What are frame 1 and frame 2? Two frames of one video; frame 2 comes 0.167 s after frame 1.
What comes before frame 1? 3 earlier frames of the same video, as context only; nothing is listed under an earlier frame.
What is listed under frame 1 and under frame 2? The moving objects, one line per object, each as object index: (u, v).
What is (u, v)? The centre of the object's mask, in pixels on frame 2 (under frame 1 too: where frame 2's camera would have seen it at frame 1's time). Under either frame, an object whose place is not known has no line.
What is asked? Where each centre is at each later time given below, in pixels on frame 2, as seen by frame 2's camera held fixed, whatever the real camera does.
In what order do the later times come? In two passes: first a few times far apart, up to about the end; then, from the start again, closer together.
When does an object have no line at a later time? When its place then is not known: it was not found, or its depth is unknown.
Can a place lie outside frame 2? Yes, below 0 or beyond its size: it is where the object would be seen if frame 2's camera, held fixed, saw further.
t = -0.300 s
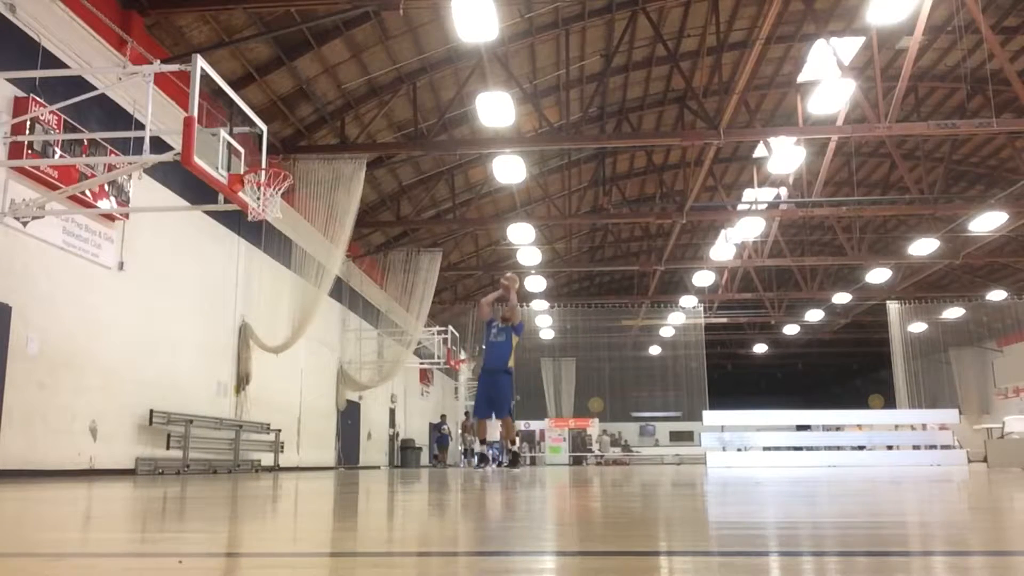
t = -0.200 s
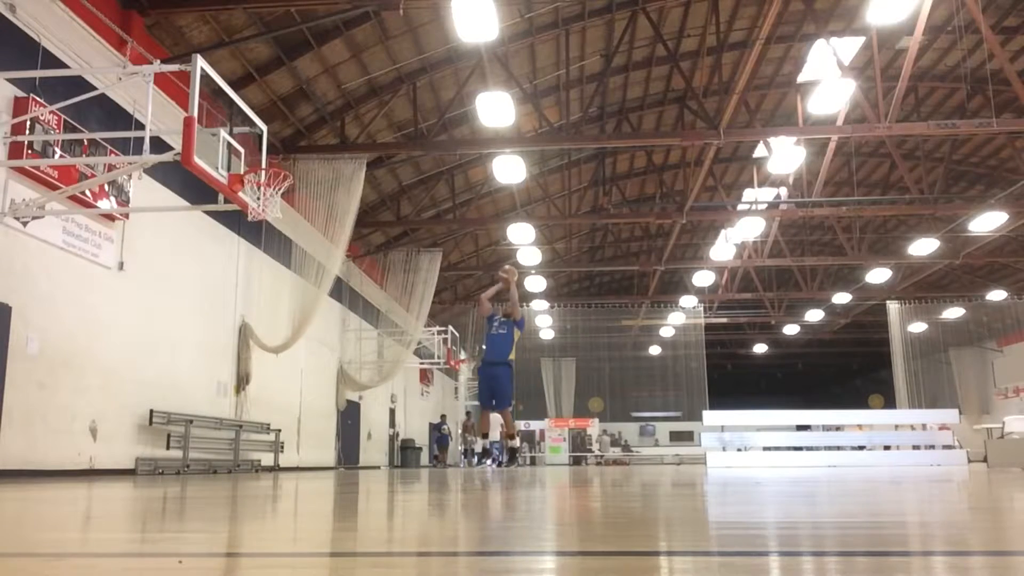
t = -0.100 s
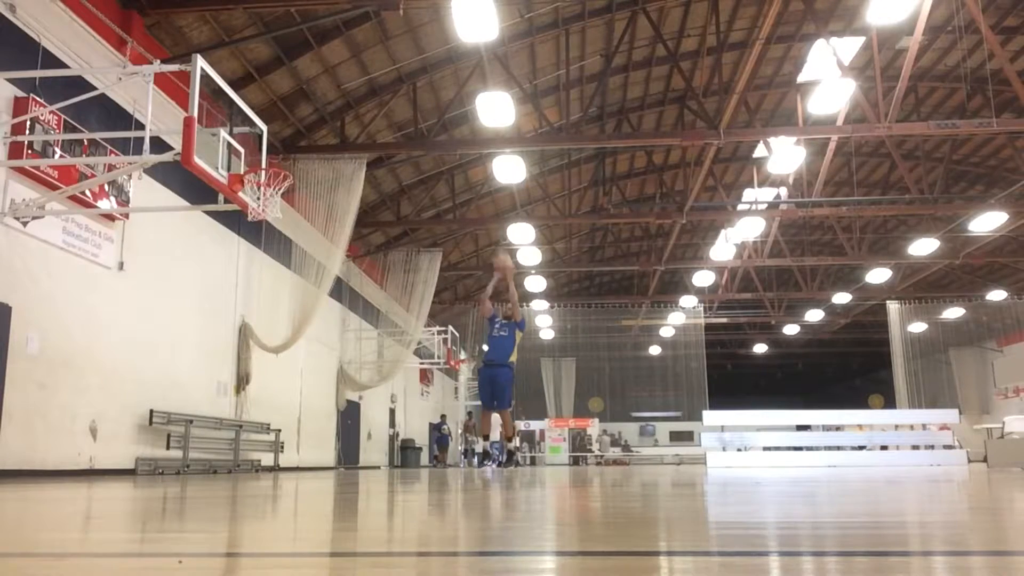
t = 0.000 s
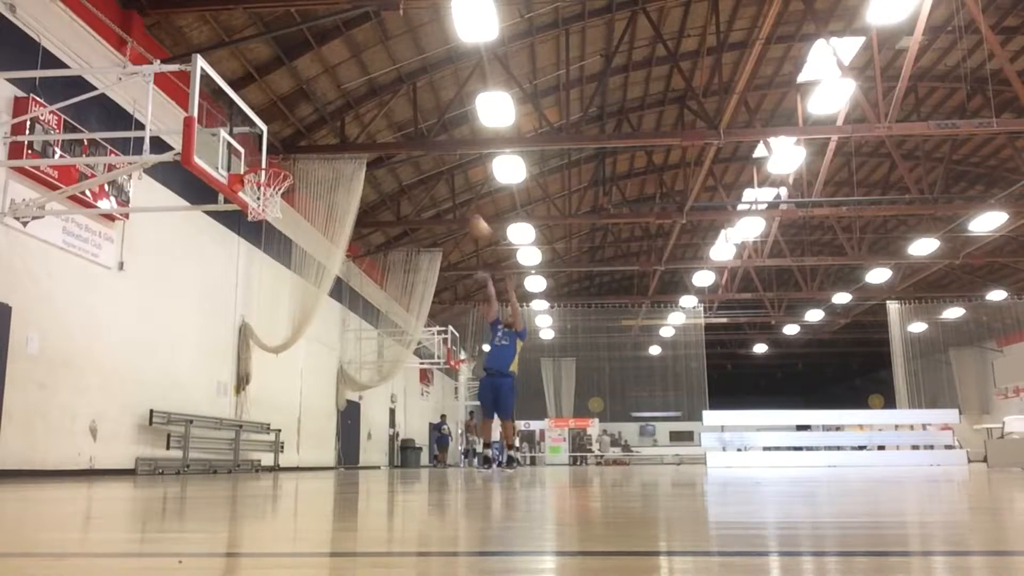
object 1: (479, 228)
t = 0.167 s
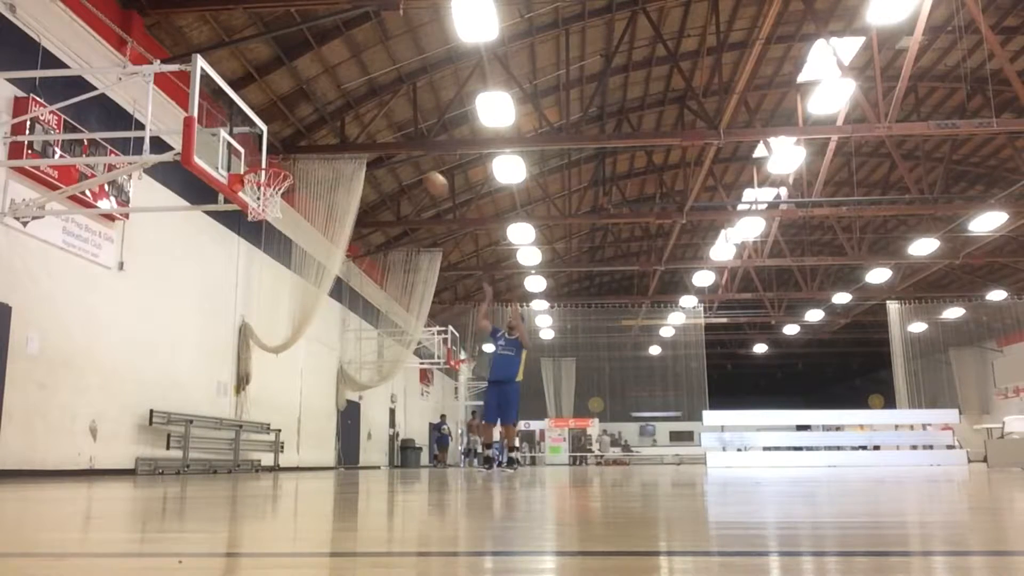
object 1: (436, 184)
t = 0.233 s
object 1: (419, 170)
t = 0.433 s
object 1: (358, 151)
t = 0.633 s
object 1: (292, 162)
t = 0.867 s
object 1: (244, 225)
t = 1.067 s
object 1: (222, 317)
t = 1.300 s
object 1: (194, 463)
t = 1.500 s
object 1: (222, 359)
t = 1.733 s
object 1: (249, 300)
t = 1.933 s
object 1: (267, 291)
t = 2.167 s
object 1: (285, 322)
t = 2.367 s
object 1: (299, 381)
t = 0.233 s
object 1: (419, 170)
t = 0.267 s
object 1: (408, 167)
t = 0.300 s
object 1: (397, 161)
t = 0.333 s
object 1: (388, 158)
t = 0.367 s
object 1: (379, 155)
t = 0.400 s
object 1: (370, 153)
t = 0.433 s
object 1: (358, 151)
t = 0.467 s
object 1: (350, 151)
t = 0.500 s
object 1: (338, 151)
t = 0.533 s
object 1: (327, 153)
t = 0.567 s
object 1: (317, 155)
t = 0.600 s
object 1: (305, 159)
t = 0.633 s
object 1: (292, 162)
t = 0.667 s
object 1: (282, 164)
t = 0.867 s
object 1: (244, 225)
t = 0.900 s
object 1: (240, 239)
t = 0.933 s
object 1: (235, 253)
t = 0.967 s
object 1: (232, 268)
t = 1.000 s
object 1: (229, 283)
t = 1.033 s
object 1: (226, 301)
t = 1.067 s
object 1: (222, 317)
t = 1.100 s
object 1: (218, 337)
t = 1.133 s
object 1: (213, 356)
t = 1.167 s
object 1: (210, 375)
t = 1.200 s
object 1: (206, 397)
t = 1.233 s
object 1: (203, 419)
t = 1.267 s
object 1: (197, 444)
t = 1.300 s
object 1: (194, 463)
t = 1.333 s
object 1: (198, 446)
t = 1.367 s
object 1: (203, 424)
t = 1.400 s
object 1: (208, 404)
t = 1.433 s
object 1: (213, 389)
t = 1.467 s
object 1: (217, 373)
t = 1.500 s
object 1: (222, 359)
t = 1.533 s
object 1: (225, 347)
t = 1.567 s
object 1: (229, 336)
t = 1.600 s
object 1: (234, 327)
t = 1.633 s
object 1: (238, 319)
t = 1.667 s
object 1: (241, 311)
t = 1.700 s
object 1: (245, 305)
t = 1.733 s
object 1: (249, 300)
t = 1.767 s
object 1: (252, 296)
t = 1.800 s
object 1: (255, 293)
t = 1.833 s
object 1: (258, 291)
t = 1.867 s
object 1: (262, 290)
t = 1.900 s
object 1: (264, 290)
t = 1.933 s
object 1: (267, 291)
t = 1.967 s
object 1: (270, 292)
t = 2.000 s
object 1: (273, 295)
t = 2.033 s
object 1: (276, 298)
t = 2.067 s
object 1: (278, 303)
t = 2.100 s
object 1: (281, 308)
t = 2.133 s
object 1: (283, 315)
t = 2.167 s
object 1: (285, 322)
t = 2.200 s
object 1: (288, 330)
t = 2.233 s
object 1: (290, 339)
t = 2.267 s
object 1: (292, 348)
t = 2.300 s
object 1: (294, 358)
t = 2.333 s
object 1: (296, 369)
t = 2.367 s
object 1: (299, 381)
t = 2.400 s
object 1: (301, 394)
